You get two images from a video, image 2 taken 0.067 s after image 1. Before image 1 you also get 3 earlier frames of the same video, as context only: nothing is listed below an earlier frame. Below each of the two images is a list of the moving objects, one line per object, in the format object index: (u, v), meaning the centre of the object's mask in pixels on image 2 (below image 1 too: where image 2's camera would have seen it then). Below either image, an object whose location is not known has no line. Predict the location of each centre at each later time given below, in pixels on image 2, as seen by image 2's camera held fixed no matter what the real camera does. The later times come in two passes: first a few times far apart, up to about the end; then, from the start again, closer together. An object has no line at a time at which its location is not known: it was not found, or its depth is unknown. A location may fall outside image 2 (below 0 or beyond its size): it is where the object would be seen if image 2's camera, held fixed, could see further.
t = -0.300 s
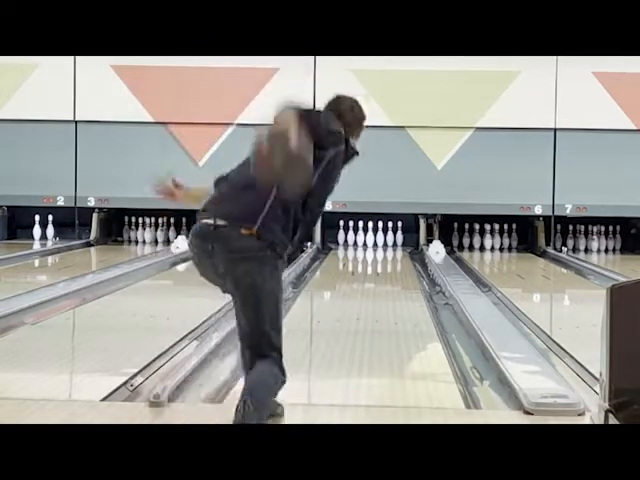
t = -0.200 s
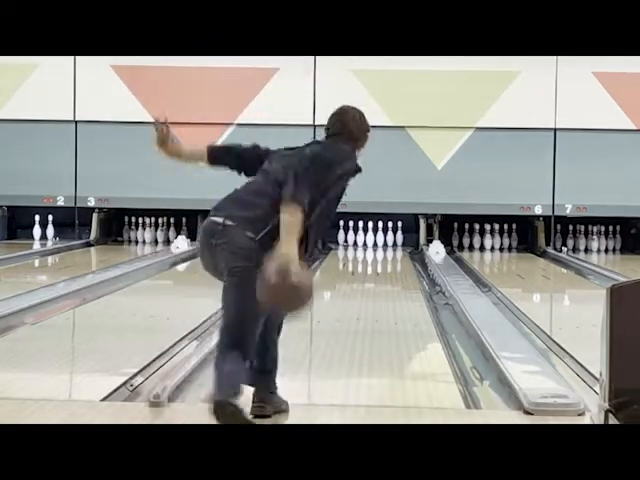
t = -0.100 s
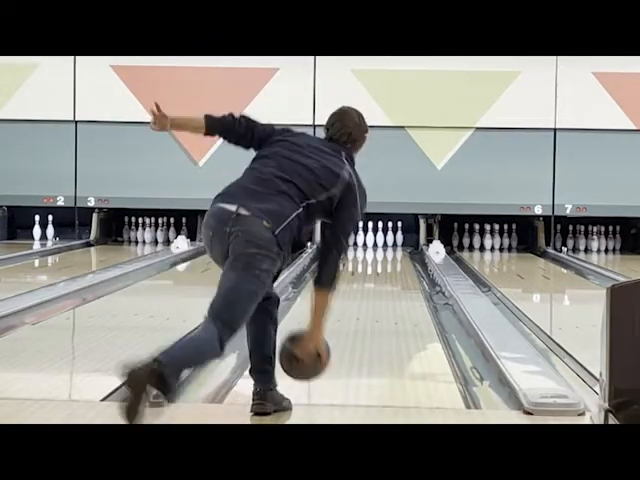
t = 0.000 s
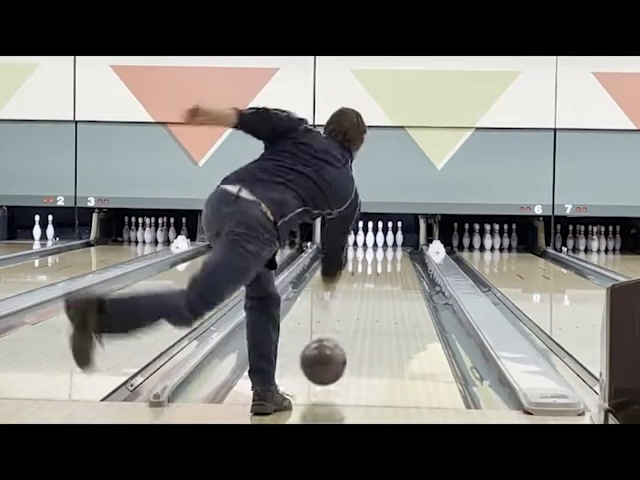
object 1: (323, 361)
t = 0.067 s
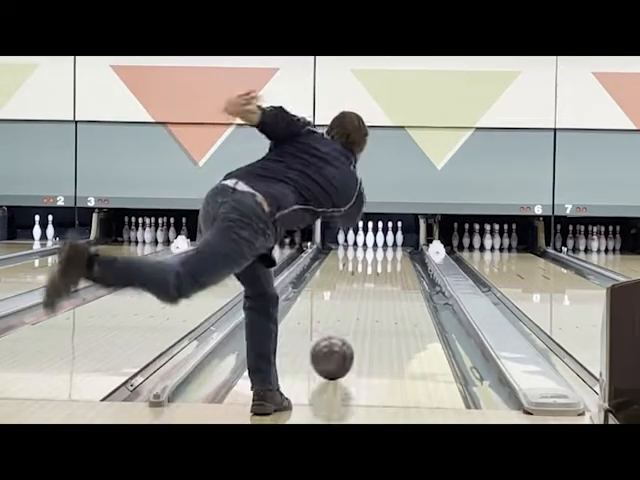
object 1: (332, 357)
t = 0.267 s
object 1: (352, 330)
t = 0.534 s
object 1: (370, 305)
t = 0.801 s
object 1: (382, 289)
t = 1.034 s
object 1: (388, 277)
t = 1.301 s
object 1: (393, 266)
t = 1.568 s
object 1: (395, 257)
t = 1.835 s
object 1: (395, 251)
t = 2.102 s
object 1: (388, 246)
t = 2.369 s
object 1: (380, 242)
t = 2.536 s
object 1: (376, 239)
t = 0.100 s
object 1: (336, 352)
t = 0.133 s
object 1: (339, 347)
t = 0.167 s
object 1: (343, 343)
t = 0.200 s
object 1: (347, 338)
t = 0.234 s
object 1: (349, 334)
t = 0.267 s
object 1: (352, 330)
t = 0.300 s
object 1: (355, 326)
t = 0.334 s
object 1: (358, 323)
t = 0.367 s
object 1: (360, 319)
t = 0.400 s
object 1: (362, 316)
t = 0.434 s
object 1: (364, 314)
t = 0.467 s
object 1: (367, 311)
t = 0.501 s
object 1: (368, 308)
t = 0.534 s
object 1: (370, 305)
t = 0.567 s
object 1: (372, 303)
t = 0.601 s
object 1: (374, 301)
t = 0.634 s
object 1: (375, 298)
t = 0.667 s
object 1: (377, 296)
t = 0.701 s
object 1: (378, 294)
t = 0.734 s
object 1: (379, 292)
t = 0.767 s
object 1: (381, 290)
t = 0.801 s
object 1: (382, 289)
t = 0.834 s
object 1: (383, 286)
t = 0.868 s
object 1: (384, 284)
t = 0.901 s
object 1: (385, 283)
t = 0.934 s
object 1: (386, 281)
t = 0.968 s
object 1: (387, 280)
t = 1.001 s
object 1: (388, 278)
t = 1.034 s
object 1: (388, 277)
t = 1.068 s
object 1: (390, 275)
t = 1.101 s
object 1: (391, 274)
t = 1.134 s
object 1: (391, 273)
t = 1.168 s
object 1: (392, 270)
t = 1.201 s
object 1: (392, 269)
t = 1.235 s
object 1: (393, 268)
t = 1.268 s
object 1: (393, 267)
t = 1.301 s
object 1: (393, 266)
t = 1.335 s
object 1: (394, 265)
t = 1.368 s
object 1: (394, 264)
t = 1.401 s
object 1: (394, 263)
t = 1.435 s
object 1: (394, 262)
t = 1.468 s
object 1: (395, 261)
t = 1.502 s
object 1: (395, 260)
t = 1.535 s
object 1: (395, 259)
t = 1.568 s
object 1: (395, 257)
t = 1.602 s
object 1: (395, 256)
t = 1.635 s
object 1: (395, 256)
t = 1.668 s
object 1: (396, 254)
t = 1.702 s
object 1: (395, 254)
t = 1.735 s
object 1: (395, 253)
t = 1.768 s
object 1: (395, 253)
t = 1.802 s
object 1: (395, 252)
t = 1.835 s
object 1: (395, 251)
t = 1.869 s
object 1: (394, 250)
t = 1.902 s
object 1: (393, 249)
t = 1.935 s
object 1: (393, 248)
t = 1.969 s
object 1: (392, 248)
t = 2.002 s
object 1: (391, 247)
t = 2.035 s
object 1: (391, 247)
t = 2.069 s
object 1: (390, 246)
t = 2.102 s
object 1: (388, 246)
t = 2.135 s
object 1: (387, 245)
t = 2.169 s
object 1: (386, 244)
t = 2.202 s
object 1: (385, 244)
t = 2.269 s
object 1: (383, 243)
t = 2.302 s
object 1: (382, 243)
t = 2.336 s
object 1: (381, 241)
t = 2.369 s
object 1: (380, 242)
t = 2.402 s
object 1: (378, 241)
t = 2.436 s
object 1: (377, 241)
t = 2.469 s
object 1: (377, 240)
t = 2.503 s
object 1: (377, 240)
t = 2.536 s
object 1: (376, 239)
